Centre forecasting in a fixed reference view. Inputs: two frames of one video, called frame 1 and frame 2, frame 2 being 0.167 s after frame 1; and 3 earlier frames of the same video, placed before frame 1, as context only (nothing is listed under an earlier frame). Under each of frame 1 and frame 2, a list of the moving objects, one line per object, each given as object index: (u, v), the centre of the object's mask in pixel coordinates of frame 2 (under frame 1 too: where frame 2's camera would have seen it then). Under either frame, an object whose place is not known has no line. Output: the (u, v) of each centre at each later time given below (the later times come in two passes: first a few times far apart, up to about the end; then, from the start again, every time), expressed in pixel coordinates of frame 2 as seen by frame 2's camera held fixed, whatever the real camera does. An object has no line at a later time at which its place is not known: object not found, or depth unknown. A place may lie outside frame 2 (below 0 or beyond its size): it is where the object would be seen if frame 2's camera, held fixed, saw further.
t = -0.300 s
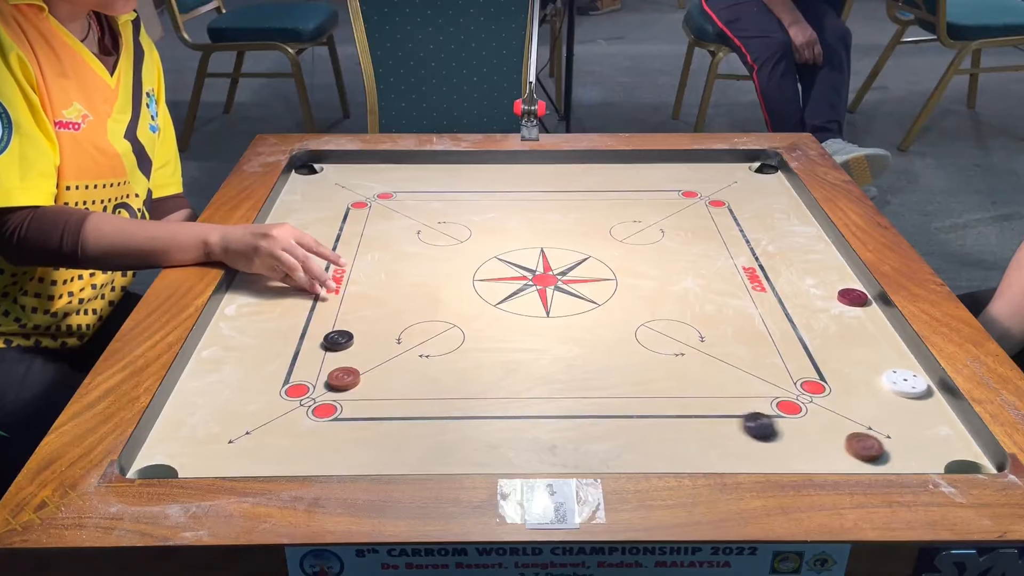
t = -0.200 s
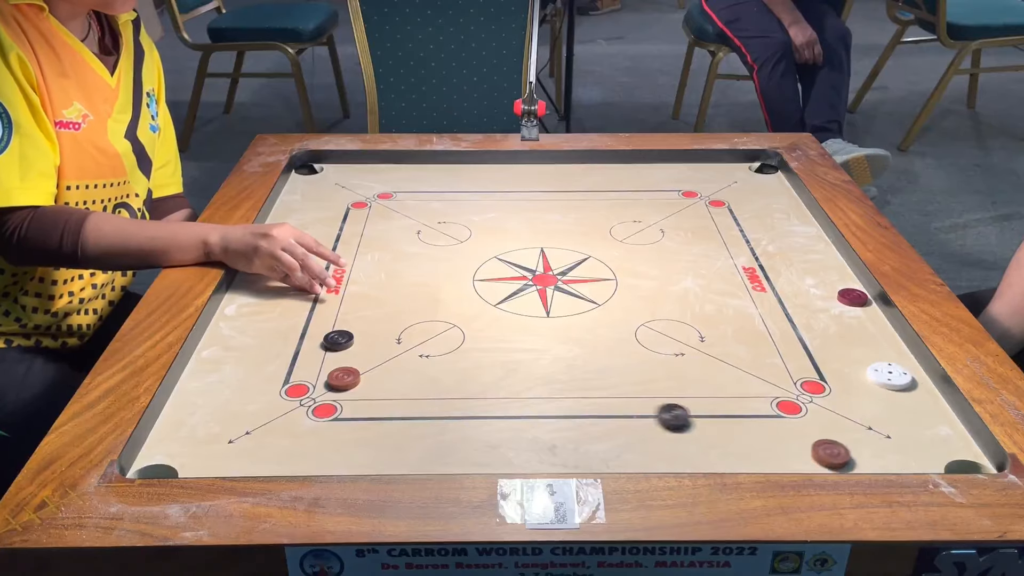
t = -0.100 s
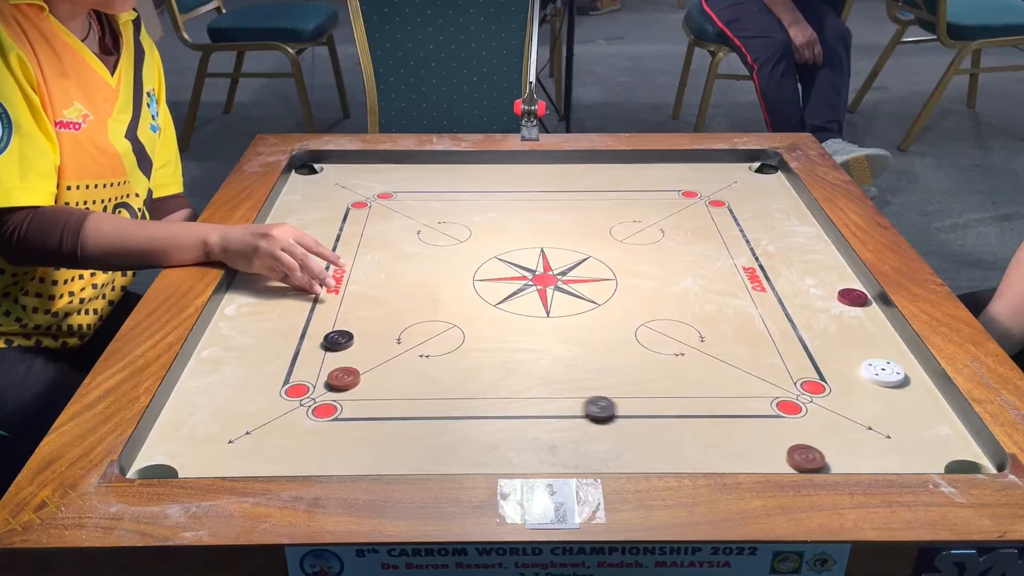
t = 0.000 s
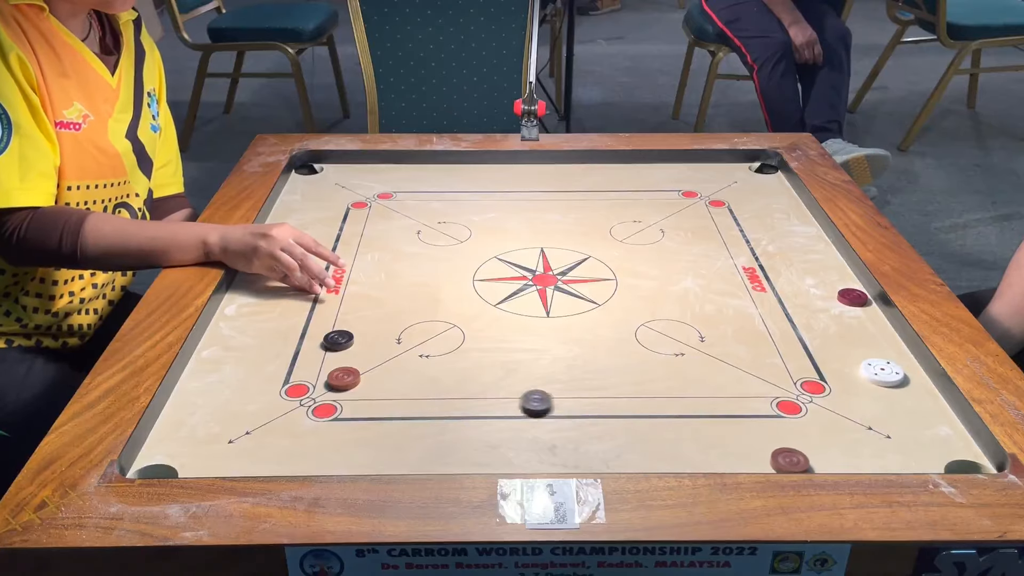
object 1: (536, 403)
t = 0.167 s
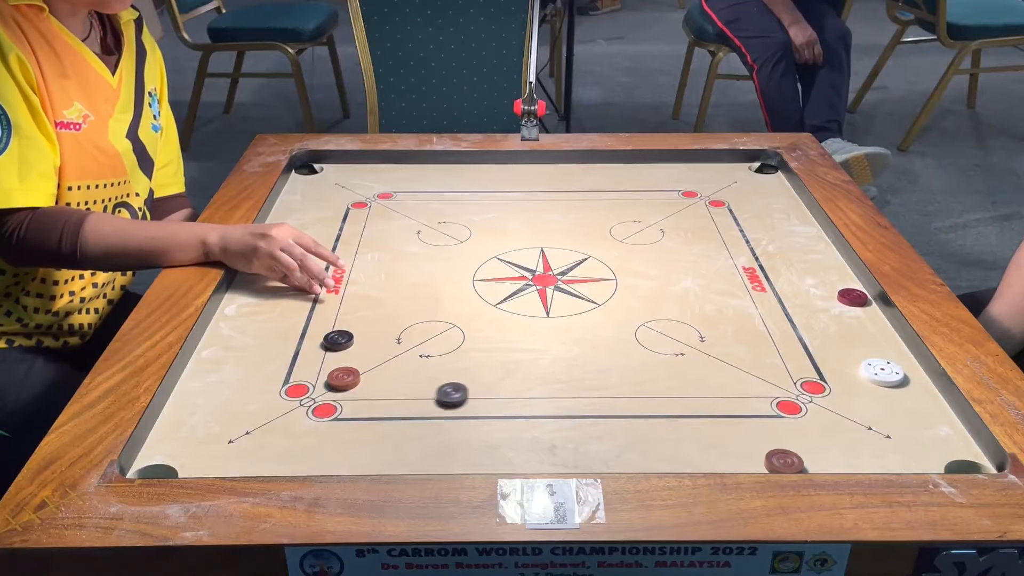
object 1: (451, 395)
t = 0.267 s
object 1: (412, 392)
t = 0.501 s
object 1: (367, 388)
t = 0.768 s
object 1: (367, 388)
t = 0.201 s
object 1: (437, 394)
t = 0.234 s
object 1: (424, 393)
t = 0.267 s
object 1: (412, 392)
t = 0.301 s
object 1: (401, 391)
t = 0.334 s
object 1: (392, 390)
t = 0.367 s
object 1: (383, 389)
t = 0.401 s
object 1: (375, 389)
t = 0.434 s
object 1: (369, 388)
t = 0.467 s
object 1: (368, 388)
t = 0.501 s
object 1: (367, 388)
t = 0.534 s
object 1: (367, 388)
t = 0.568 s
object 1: (367, 388)
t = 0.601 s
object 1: (367, 388)
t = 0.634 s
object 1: (367, 388)
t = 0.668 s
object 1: (367, 388)
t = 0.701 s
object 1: (367, 388)
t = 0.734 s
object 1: (367, 388)
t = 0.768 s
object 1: (367, 388)
